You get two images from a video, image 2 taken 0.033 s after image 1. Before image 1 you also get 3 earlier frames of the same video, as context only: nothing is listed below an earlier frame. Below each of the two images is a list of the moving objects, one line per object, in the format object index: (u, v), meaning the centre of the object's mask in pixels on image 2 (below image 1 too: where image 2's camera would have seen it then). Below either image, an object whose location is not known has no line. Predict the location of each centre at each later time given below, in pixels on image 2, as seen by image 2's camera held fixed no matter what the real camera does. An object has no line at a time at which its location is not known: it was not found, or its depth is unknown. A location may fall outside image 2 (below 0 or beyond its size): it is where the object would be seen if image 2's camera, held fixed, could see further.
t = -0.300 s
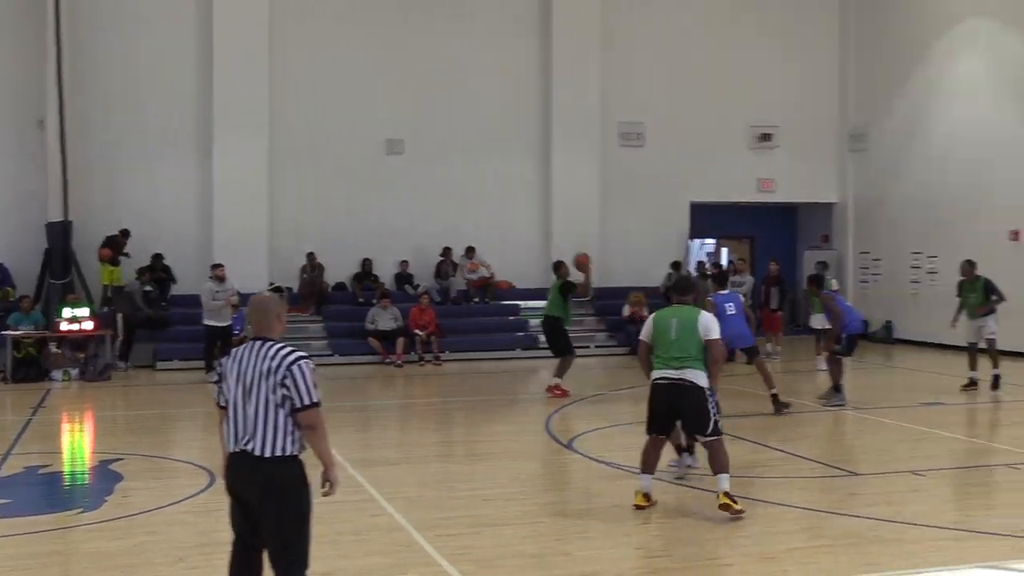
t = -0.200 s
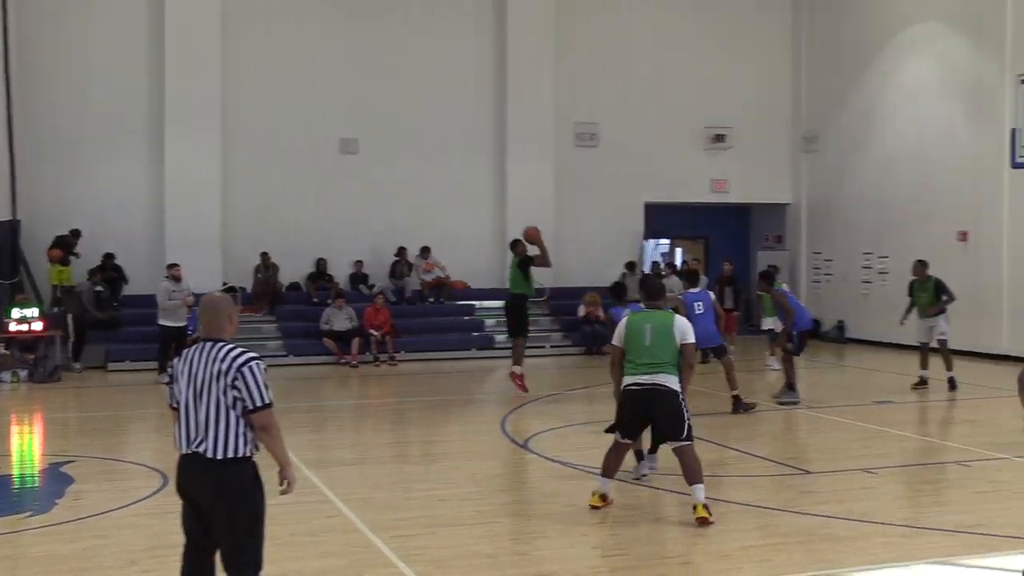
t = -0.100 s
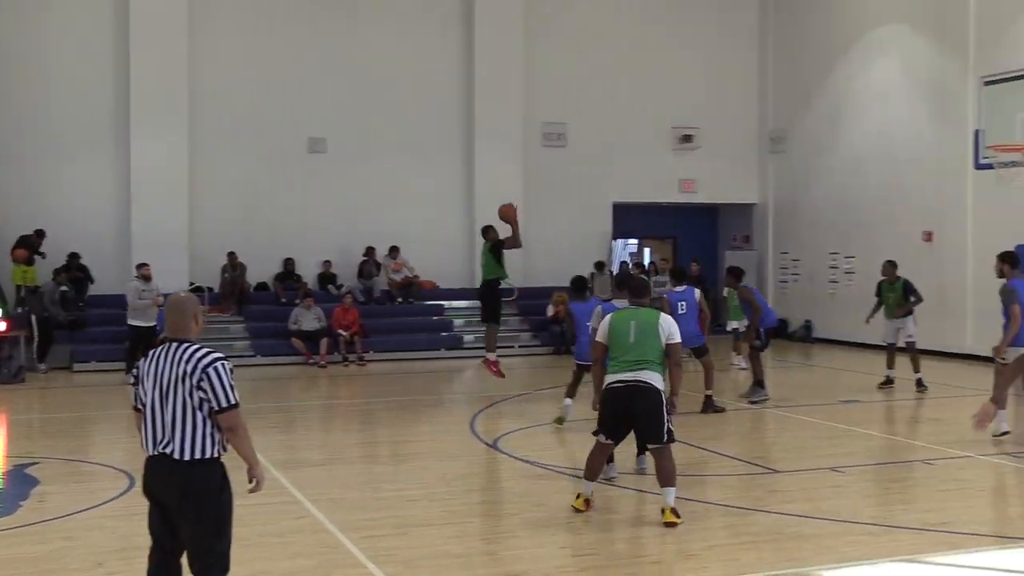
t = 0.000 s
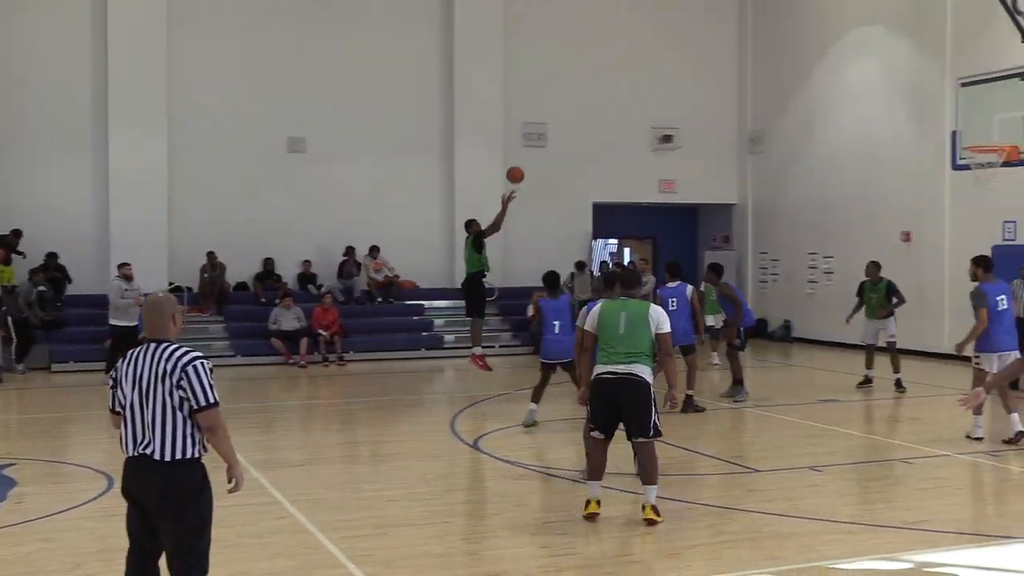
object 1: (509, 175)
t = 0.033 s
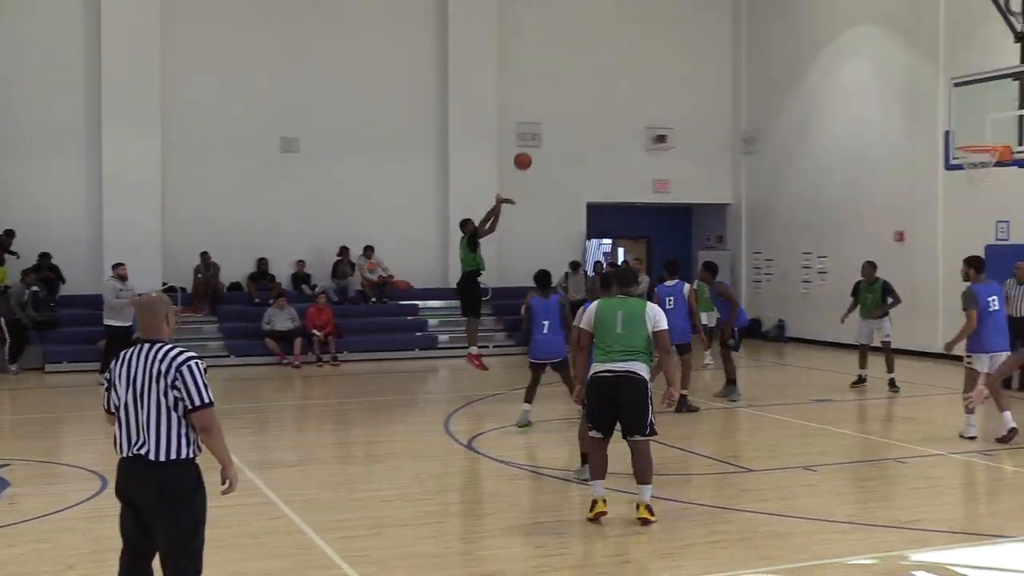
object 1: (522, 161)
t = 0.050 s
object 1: (529, 155)
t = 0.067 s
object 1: (536, 148)
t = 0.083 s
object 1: (542, 141)
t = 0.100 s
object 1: (549, 136)
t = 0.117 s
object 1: (556, 130)
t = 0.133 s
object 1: (562, 124)
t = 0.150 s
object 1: (569, 119)
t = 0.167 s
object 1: (575, 114)
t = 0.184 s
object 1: (582, 109)
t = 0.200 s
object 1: (589, 104)
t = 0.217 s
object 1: (595, 99)
